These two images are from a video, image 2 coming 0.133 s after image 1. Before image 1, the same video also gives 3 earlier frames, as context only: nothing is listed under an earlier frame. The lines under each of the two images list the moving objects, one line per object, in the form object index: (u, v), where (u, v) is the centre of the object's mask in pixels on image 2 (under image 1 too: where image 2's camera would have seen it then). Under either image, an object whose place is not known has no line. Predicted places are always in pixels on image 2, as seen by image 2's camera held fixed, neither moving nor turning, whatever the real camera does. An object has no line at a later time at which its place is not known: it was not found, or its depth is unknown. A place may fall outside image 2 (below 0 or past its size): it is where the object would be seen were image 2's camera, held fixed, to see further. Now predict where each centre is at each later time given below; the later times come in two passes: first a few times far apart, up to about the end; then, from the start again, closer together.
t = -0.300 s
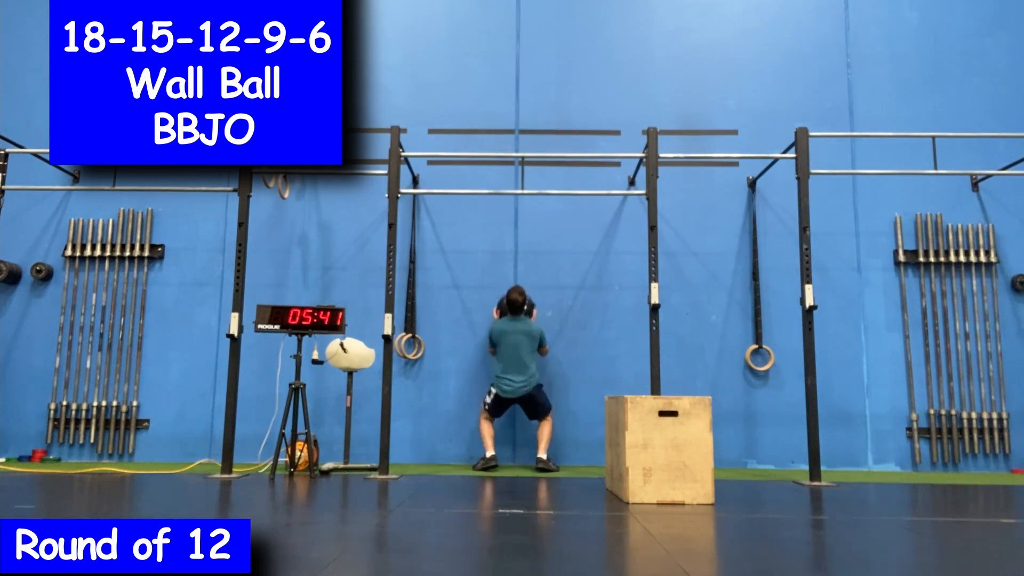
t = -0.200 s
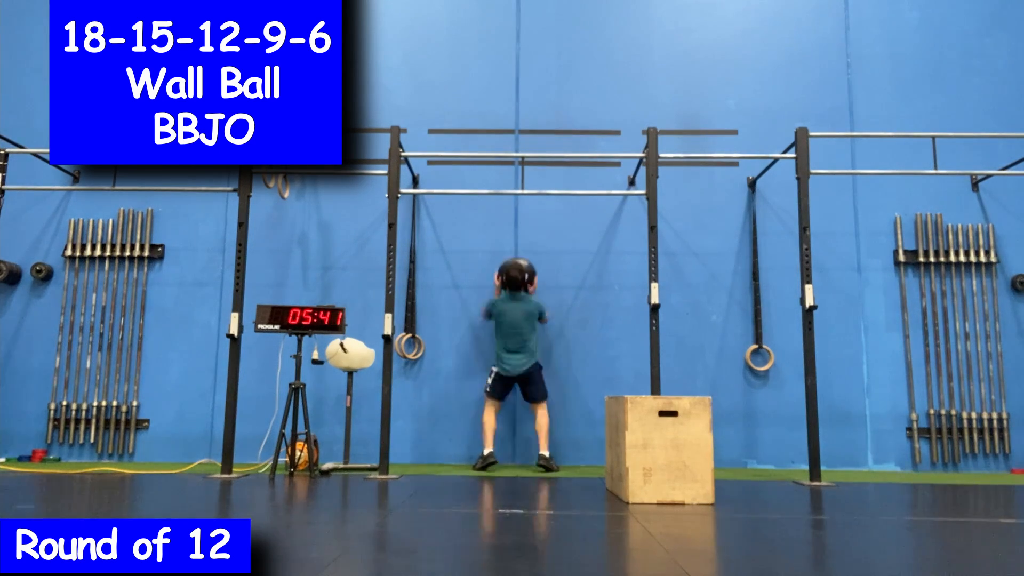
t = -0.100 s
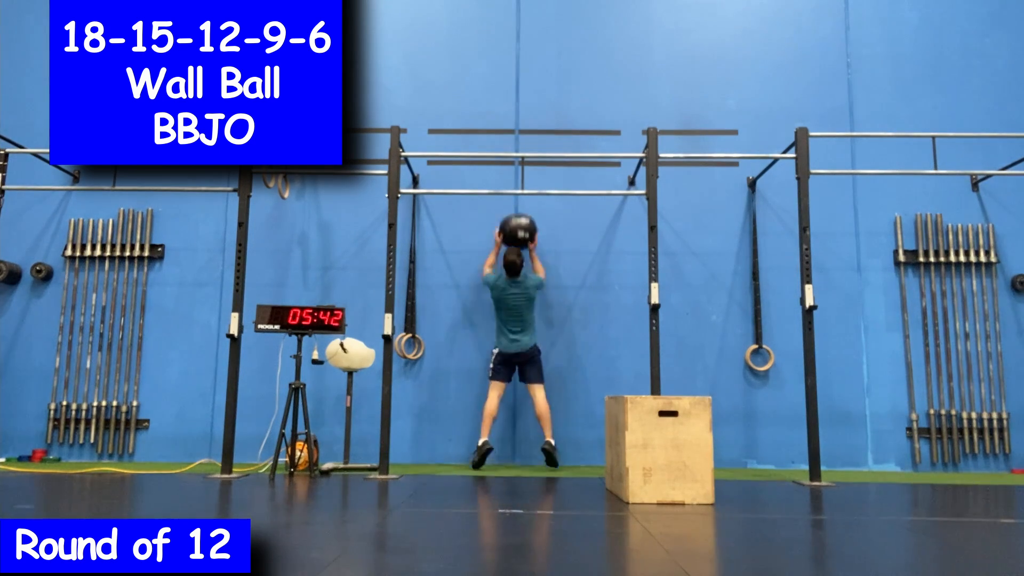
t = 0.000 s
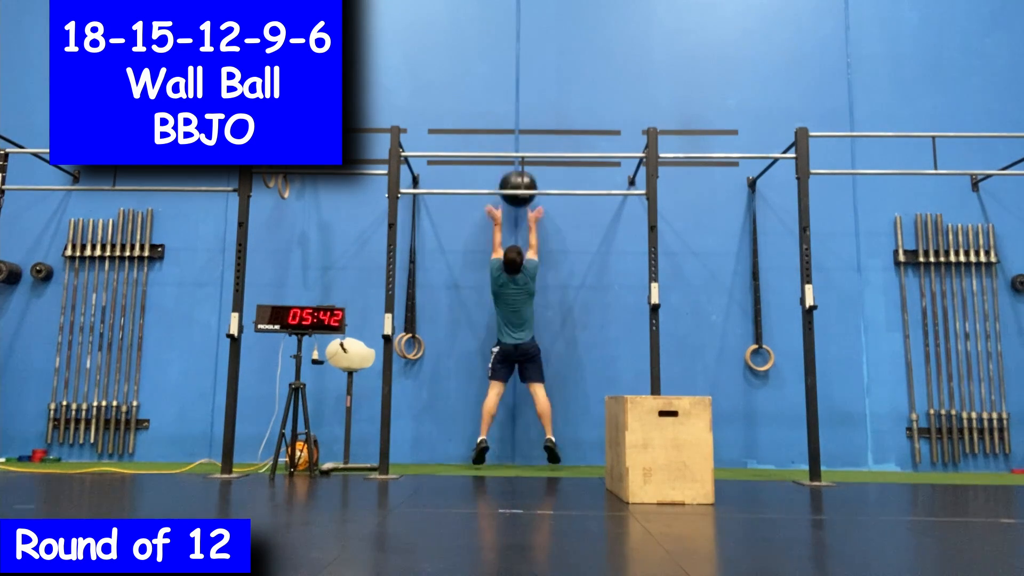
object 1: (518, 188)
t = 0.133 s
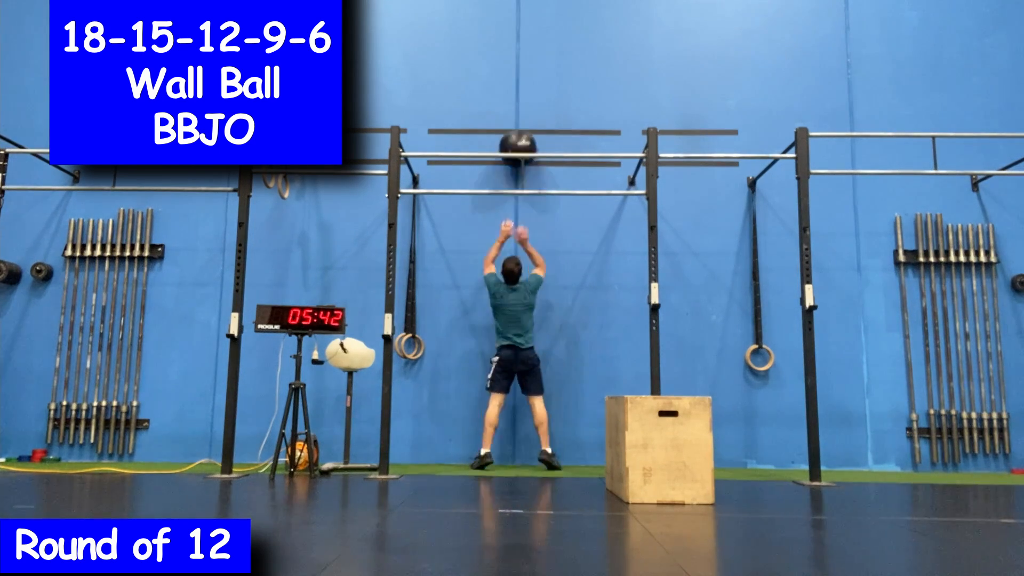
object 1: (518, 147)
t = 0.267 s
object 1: (517, 129)
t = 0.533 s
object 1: (517, 145)
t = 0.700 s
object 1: (516, 195)
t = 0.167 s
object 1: (518, 138)
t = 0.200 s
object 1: (517, 135)
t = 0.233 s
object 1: (517, 132)
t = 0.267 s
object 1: (517, 129)
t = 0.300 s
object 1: (517, 128)
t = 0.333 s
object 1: (517, 127)
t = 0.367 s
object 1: (517, 128)
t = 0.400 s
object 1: (517, 129)
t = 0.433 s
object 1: (517, 130)
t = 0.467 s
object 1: (517, 134)
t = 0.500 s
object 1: (517, 137)
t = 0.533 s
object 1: (517, 145)
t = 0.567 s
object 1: (517, 152)
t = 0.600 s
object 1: (516, 162)
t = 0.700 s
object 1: (516, 195)
